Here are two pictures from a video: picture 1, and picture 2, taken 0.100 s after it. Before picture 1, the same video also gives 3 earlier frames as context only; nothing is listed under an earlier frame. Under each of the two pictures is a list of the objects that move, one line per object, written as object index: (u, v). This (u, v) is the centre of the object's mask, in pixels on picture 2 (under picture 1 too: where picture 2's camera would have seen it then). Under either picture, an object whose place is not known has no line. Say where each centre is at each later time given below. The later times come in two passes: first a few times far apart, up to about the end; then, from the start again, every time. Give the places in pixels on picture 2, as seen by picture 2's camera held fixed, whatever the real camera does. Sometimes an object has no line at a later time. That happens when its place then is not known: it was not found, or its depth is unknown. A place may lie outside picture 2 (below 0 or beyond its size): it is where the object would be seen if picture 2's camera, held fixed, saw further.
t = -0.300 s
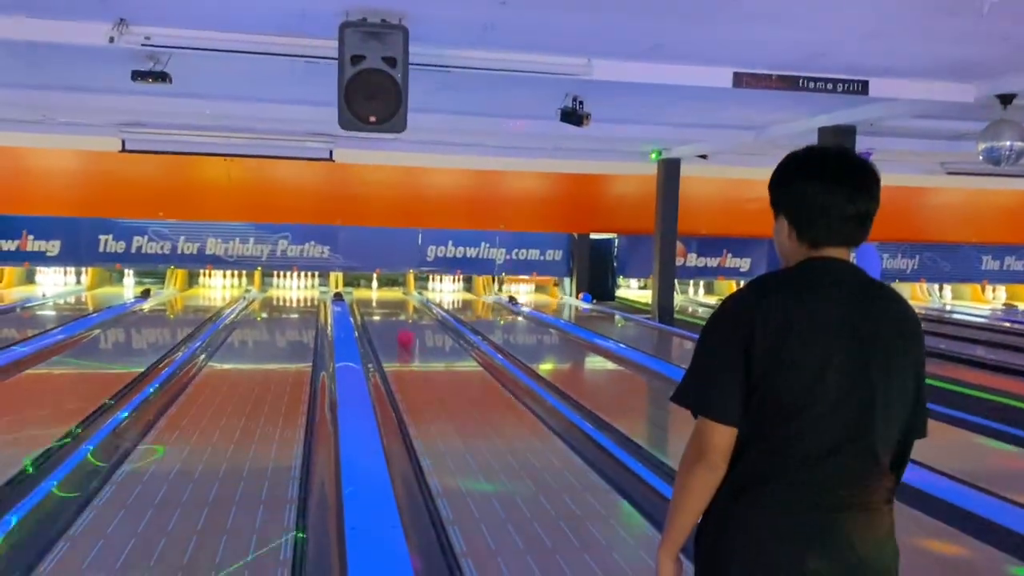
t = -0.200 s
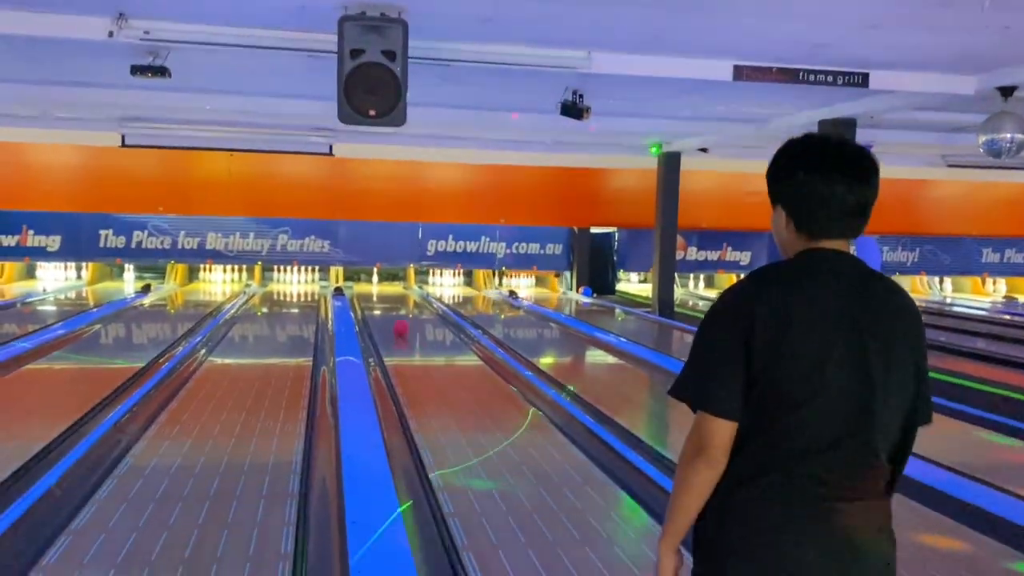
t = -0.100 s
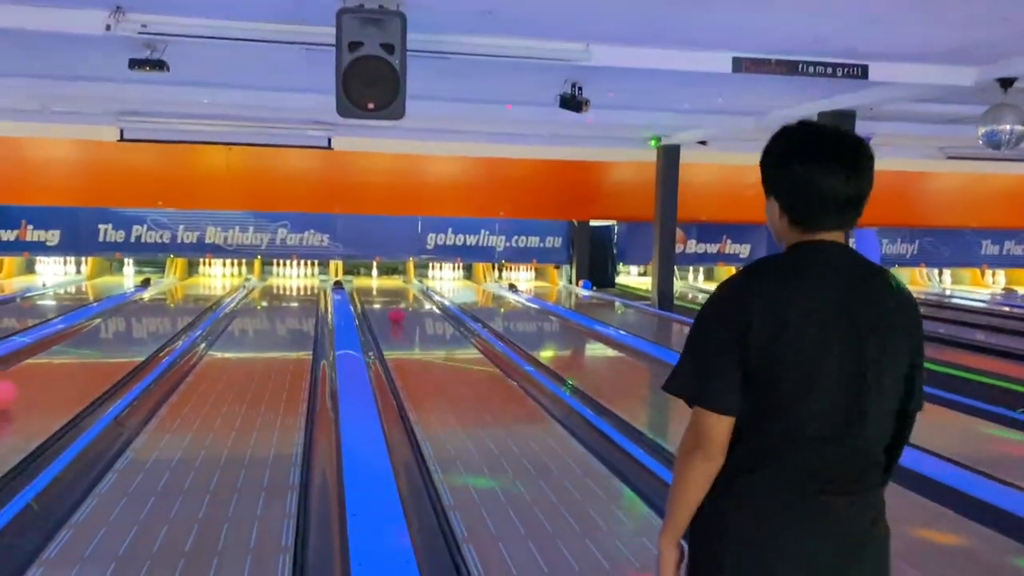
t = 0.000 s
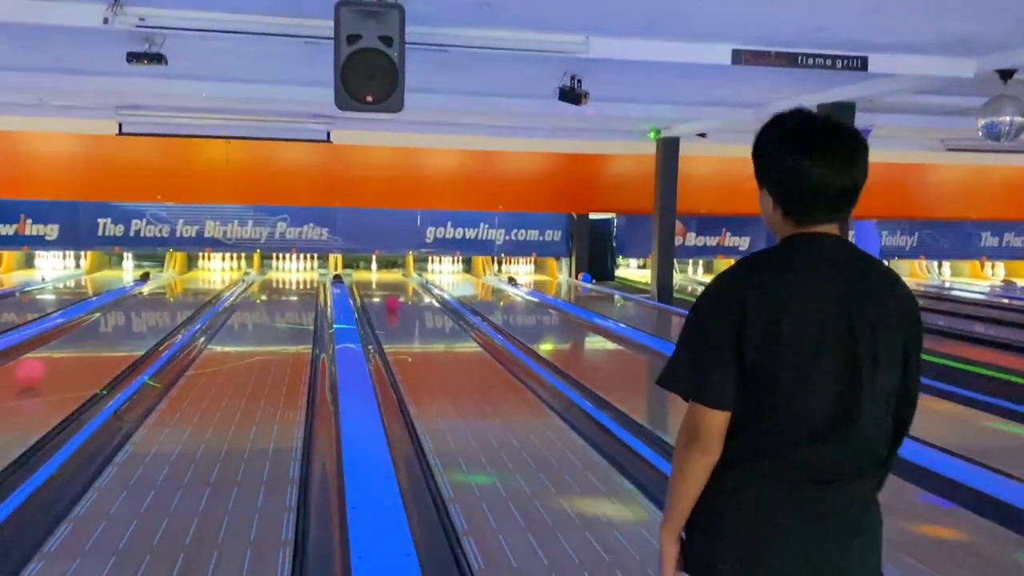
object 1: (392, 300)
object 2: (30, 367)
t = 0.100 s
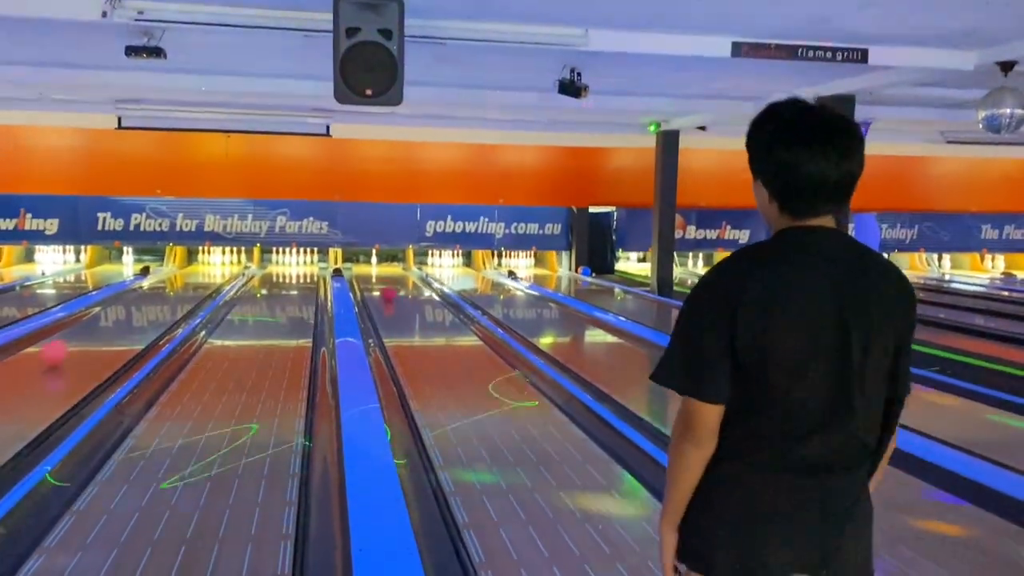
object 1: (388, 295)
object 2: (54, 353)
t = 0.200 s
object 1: (384, 290)
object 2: (75, 340)
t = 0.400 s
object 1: (378, 283)
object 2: (106, 321)
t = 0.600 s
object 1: (375, 278)
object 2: (131, 307)
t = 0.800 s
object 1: (370, 273)
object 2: (150, 296)
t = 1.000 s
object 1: (367, 269)
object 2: (165, 286)
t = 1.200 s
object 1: (364, 264)
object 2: (179, 280)
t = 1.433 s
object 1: (359, 260)
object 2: (191, 272)
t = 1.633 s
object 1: (356, 258)
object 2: (200, 267)
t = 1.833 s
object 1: (352, 260)
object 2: (207, 262)
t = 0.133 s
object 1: (387, 293)
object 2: (61, 348)
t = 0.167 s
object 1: (386, 293)
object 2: (68, 344)
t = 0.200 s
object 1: (384, 290)
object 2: (75, 340)
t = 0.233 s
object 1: (384, 289)
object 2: (80, 337)
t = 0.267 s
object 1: (382, 288)
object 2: (86, 334)
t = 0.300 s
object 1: (381, 287)
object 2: (91, 332)
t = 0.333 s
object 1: (381, 286)
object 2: (96, 328)
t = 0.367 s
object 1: (379, 285)
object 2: (100, 326)
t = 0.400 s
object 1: (378, 283)
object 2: (106, 321)
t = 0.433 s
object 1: (378, 283)
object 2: (110, 320)
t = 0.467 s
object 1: (377, 282)
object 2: (114, 317)
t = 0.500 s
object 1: (377, 281)
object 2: (119, 315)
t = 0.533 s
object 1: (376, 279)
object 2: (122, 312)
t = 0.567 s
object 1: (375, 278)
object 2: (127, 310)
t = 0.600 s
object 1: (375, 278)
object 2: (131, 307)
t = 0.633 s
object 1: (374, 277)
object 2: (133, 306)
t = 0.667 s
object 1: (373, 276)
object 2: (137, 304)
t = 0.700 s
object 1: (372, 275)
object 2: (141, 301)
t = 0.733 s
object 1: (371, 274)
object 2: (143, 299)
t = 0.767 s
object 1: (371, 274)
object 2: (146, 298)
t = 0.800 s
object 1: (370, 273)
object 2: (150, 296)
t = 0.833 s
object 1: (370, 272)
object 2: (152, 294)
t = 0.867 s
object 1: (369, 271)
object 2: (155, 293)
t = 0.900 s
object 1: (368, 270)
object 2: (157, 291)
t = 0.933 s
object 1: (368, 270)
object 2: (160, 290)
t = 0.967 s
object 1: (367, 270)
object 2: (162, 288)
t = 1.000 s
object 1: (367, 269)
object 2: (165, 286)
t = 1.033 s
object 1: (366, 268)
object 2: (167, 286)
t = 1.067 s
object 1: (365, 267)
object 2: (170, 284)
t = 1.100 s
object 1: (365, 266)
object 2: (173, 282)
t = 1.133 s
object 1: (364, 265)
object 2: (175, 282)
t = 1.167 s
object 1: (364, 265)
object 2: (177, 280)
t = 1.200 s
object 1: (364, 264)
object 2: (179, 280)
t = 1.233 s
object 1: (363, 263)
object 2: (181, 278)
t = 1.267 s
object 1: (362, 262)
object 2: (182, 276)
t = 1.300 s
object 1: (362, 261)
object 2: (185, 275)
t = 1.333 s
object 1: (361, 261)
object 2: (186, 275)
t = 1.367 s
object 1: (361, 261)
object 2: (188, 274)
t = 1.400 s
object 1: (360, 260)
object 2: (190, 273)
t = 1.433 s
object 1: (359, 260)
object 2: (191, 272)
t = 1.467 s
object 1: (359, 259)
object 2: (193, 271)
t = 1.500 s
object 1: (359, 259)
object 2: (194, 270)
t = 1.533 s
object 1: (359, 258)
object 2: (196, 269)
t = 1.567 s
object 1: (358, 258)
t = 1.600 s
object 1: (357, 258)
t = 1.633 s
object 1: (356, 258)
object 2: (200, 267)
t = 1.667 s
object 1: (356, 258)
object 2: (201, 266)
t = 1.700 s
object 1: (356, 258)
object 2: (203, 266)
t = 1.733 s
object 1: (355, 259)
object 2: (204, 265)
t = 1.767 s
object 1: (354, 260)
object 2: (205, 264)
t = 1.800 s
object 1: (353, 261)
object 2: (206, 263)
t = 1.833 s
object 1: (352, 260)
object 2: (207, 262)
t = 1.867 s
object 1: (351, 259)
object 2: (207, 260)
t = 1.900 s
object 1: (351, 258)
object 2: (208, 259)
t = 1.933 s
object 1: (350, 258)
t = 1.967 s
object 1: (349, 256)
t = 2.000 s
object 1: (350, 255)
